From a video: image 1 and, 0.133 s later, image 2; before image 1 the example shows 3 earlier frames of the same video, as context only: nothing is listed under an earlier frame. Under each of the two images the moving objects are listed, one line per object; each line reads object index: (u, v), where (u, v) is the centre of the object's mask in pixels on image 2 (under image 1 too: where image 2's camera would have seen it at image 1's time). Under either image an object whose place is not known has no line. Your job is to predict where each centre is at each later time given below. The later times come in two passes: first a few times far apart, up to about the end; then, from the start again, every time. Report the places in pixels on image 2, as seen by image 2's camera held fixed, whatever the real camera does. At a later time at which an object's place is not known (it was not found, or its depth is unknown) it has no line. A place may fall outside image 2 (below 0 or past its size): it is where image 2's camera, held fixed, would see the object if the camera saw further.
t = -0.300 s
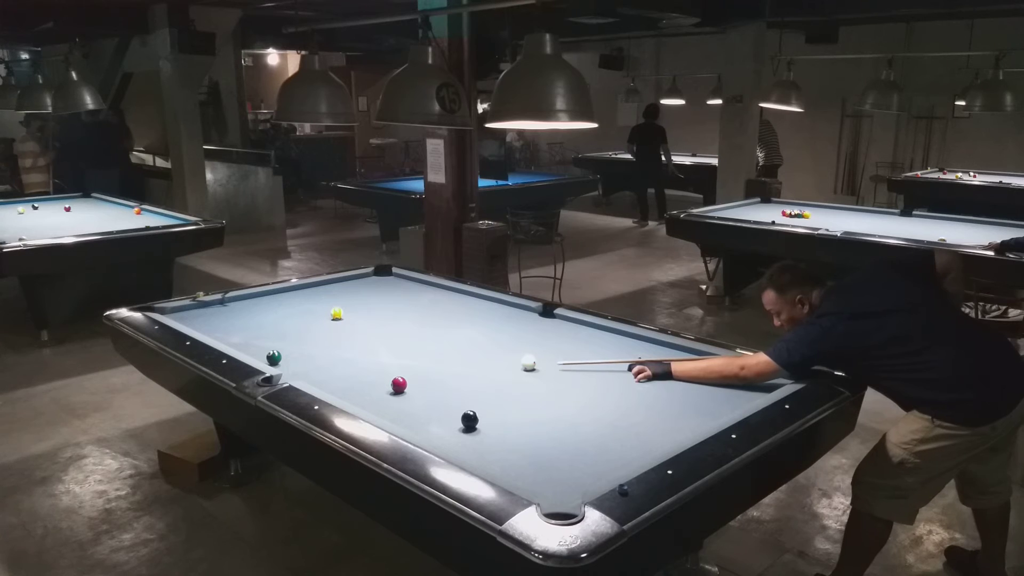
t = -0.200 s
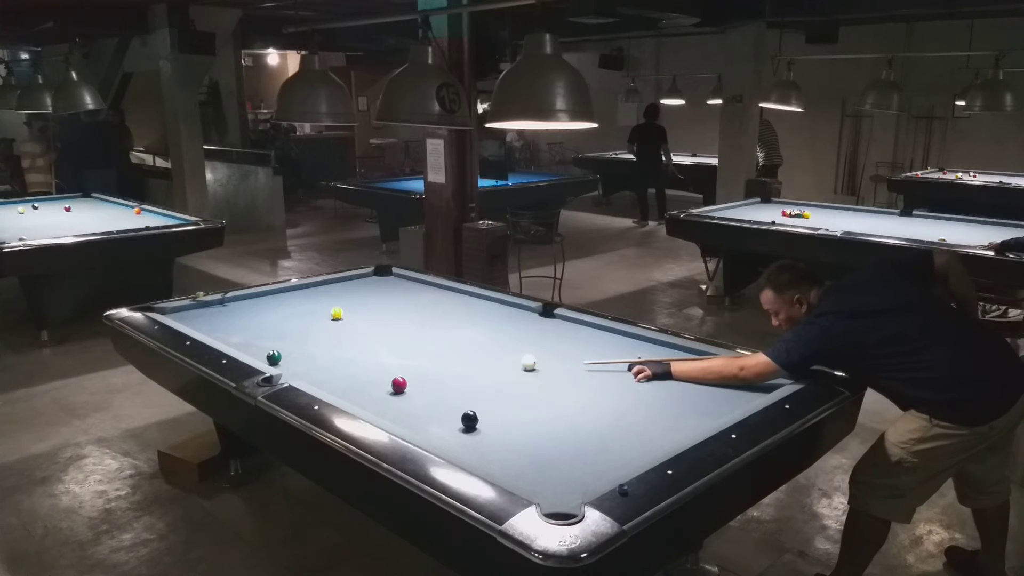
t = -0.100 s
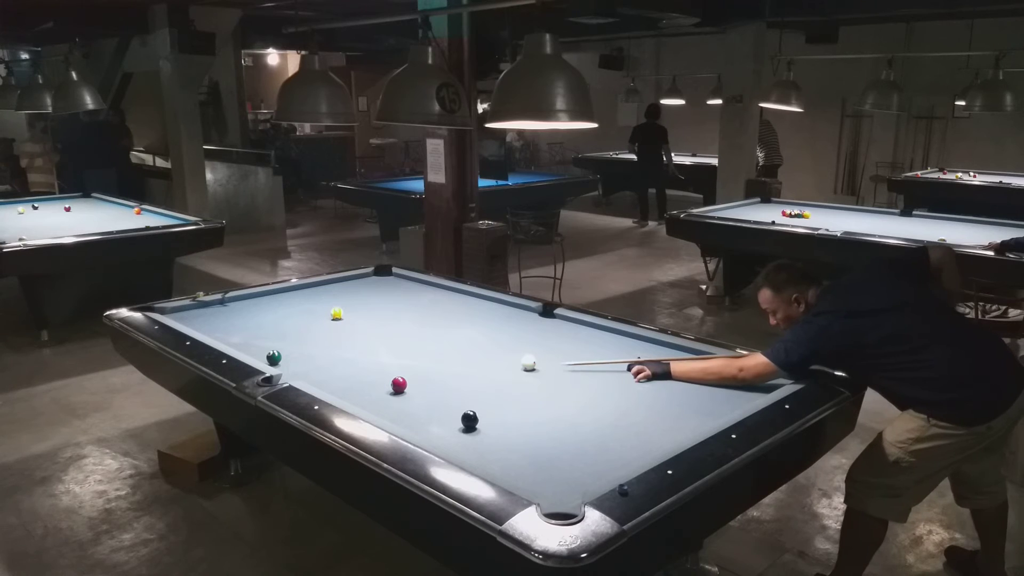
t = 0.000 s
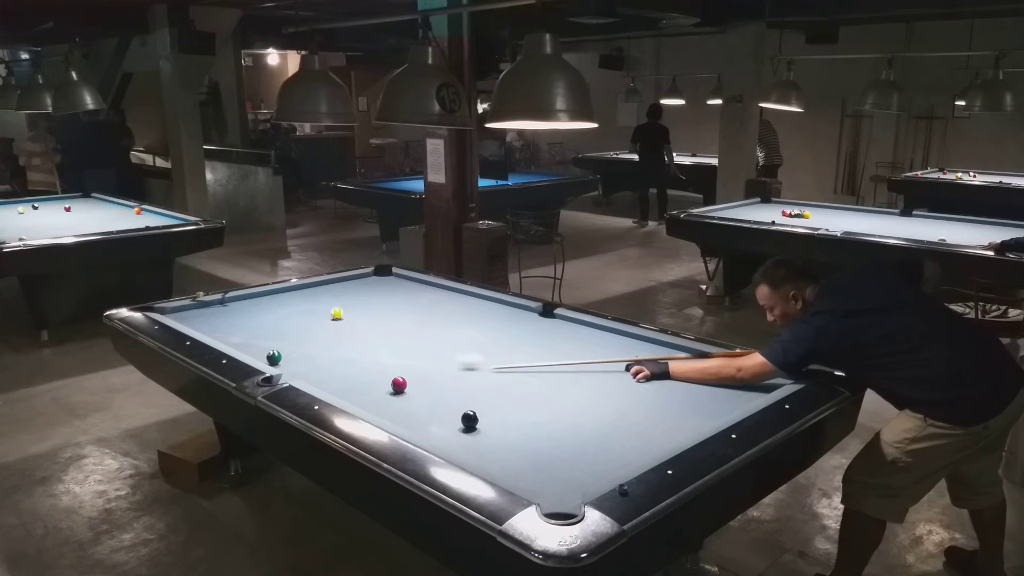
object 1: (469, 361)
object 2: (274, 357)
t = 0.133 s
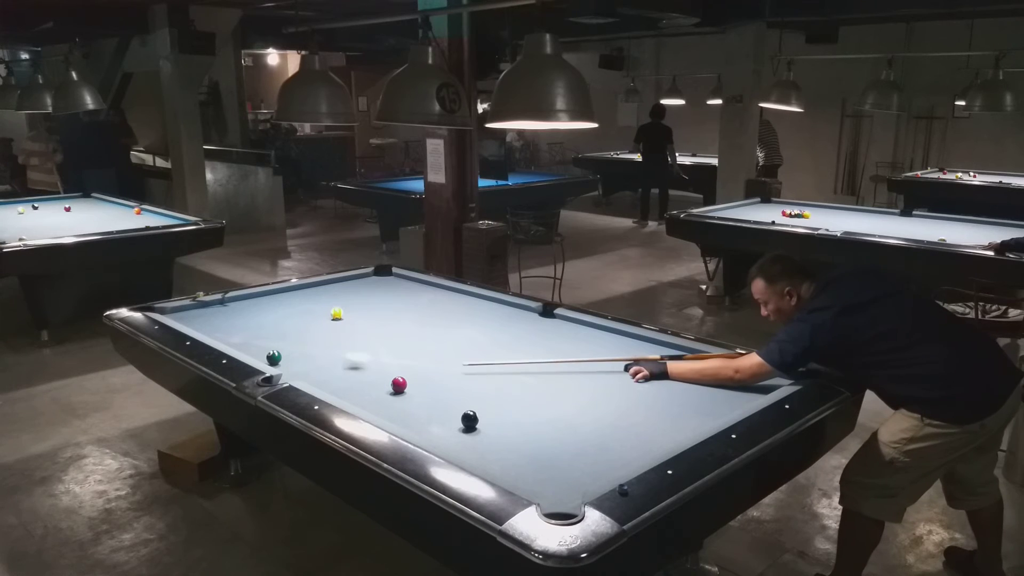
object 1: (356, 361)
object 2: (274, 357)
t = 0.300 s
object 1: (275, 362)
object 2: (244, 348)
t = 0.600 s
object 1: (340, 364)
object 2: (212, 324)
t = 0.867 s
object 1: (396, 363)
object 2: (196, 306)
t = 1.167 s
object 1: (455, 363)
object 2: (238, 310)
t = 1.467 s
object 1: (511, 363)
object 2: (283, 314)
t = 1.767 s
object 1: (565, 363)
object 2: (328, 318)
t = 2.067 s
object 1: (617, 363)
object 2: (372, 321)
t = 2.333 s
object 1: (661, 363)
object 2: (411, 325)
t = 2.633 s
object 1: (709, 363)
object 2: (454, 328)
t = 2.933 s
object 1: (737, 366)
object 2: (496, 332)
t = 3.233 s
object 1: (740, 372)
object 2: (538, 336)
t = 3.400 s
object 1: (741, 375)
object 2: (560, 337)
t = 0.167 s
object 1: (330, 360)
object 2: (273, 357)
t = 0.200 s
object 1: (305, 360)
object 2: (273, 357)
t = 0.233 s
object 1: (284, 360)
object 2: (271, 356)
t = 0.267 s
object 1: (275, 361)
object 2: (257, 352)
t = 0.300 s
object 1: (275, 362)
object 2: (244, 348)
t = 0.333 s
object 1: (283, 364)
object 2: (234, 344)
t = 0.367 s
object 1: (291, 364)
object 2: (231, 342)
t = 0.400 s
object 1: (298, 364)
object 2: (228, 339)
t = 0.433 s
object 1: (305, 364)
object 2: (225, 337)
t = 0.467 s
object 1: (312, 364)
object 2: (222, 334)
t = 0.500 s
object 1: (319, 364)
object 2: (220, 332)
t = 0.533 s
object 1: (326, 364)
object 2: (217, 329)
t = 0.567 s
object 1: (333, 364)
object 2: (215, 327)
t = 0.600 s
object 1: (340, 364)
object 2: (212, 324)
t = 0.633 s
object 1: (348, 364)
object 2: (210, 322)
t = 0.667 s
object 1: (355, 364)
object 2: (208, 319)
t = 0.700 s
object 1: (361, 364)
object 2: (206, 317)
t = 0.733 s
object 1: (369, 364)
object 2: (204, 315)
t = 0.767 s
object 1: (375, 364)
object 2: (201, 312)
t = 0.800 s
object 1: (382, 363)
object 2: (199, 310)
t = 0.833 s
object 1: (389, 363)
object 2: (197, 308)
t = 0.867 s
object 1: (396, 363)
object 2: (196, 306)
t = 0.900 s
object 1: (403, 363)
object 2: (197, 306)
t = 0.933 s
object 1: (409, 363)
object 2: (203, 306)
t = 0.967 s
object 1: (416, 363)
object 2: (207, 307)
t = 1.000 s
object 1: (422, 363)
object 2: (212, 307)
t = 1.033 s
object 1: (429, 363)
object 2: (218, 308)
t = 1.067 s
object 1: (435, 363)
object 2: (222, 308)
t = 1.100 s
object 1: (441, 364)
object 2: (227, 309)
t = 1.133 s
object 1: (448, 364)
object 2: (233, 310)
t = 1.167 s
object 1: (455, 363)
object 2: (238, 310)
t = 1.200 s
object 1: (461, 363)
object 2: (243, 310)
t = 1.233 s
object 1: (467, 364)
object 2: (249, 310)
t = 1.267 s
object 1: (473, 363)
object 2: (253, 311)
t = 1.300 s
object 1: (480, 363)
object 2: (258, 311)
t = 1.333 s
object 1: (486, 363)
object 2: (263, 312)
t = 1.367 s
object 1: (492, 364)
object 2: (268, 312)
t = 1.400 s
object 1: (499, 363)
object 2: (273, 312)
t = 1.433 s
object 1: (505, 363)
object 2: (278, 313)
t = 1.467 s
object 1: (511, 363)
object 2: (283, 314)
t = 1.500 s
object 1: (517, 363)
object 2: (288, 314)
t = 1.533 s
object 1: (523, 363)
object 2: (293, 314)
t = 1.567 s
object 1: (529, 363)
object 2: (298, 314)
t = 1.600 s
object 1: (535, 363)
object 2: (303, 315)
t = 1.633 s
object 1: (541, 363)
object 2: (308, 315)
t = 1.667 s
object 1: (547, 363)
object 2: (313, 316)
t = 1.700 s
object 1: (553, 363)
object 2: (318, 316)
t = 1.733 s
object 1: (559, 363)
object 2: (323, 317)
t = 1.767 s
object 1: (565, 363)
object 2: (328, 318)
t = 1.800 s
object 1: (570, 363)
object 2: (333, 318)
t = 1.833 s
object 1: (577, 363)
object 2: (338, 318)
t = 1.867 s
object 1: (582, 363)
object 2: (343, 319)
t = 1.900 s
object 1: (588, 363)
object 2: (348, 319)
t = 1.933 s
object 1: (594, 363)
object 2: (353, 319)
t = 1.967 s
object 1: (599, 363)
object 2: (358, 320)
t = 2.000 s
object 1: (605, 363)
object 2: (363, 320)
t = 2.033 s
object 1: (611, 363)
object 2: (368, 320)
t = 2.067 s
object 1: (617, 363)
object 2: (372, 321)
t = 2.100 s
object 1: (622, 363)
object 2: (377, 322)
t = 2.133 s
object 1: (628, 363)
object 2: (382, 322)
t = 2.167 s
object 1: (633, 363)
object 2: (387, 322)
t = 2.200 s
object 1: (639, 363)
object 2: (392, 323)
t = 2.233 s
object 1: (644, 363)
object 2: (397, 323)
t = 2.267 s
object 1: (650, 363)
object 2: (401, 323)
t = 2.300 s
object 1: (655, 363)
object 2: (406, 324)
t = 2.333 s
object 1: (661, 363)
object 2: (411, 325)
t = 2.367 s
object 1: (666, 363)
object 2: (416, 325)
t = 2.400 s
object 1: (672, 363)
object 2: (421, 325)
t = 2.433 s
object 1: (677, 363)
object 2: (426, 326)
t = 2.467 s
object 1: (682, 363)
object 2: (431, 326)
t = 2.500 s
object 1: (687, 363)
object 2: (435, 327)
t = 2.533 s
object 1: (693, 363)
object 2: (440, 327)
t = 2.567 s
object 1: (698, 363)
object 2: (445, 327)
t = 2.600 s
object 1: (703, 363)
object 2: (449, 328)
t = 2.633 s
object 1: (709, 363)
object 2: (454, 328)
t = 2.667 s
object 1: (714, 363)
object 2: (459, 329)
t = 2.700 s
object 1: (719, 363)
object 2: (464, 329)
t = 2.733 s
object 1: (724, 363)
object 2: (468, 330)
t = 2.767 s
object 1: (729, 363)
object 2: (473, 330)
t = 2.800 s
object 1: (734, 363)
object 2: (478, 330)
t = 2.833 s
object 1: (736, 364)
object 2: (482, 330)
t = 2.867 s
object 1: (736, 364)
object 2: (487, 331)
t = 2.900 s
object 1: (736, 365)
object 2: (491, 331)
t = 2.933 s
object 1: (737, 366)
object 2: (496, 332)
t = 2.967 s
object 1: (737, 367)
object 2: (501, 332)
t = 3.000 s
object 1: (738, 367)
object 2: (506, 333)
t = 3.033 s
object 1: (738, 368)
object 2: (510, 333)
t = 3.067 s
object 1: (738, 369)
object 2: (515, 333)
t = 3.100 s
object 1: (739, 369)
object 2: (520, 334)
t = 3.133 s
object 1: (739, 370)
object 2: (524, 334)
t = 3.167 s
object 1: (739, 371)
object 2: (529, 335)
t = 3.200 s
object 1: (740, 371)
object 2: (533, 335)
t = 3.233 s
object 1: (740, 372)
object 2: (538, 336)
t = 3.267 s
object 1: (740, 373)
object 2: (542, 336)
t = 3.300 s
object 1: (740, 374)
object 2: (547, 337)
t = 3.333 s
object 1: (741, 374)
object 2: (551, 337)
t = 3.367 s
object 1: (741, 374)
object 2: (556, 337)
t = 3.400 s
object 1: (741, 375)
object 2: (560, 337)
